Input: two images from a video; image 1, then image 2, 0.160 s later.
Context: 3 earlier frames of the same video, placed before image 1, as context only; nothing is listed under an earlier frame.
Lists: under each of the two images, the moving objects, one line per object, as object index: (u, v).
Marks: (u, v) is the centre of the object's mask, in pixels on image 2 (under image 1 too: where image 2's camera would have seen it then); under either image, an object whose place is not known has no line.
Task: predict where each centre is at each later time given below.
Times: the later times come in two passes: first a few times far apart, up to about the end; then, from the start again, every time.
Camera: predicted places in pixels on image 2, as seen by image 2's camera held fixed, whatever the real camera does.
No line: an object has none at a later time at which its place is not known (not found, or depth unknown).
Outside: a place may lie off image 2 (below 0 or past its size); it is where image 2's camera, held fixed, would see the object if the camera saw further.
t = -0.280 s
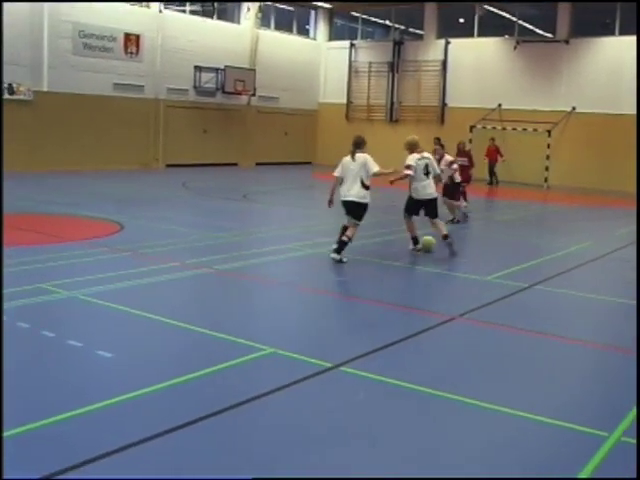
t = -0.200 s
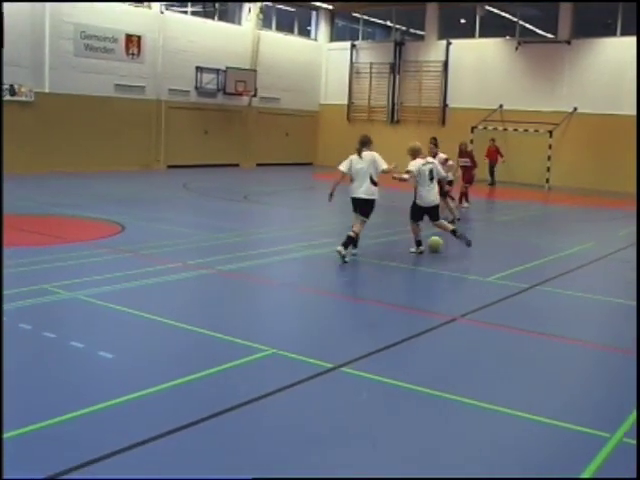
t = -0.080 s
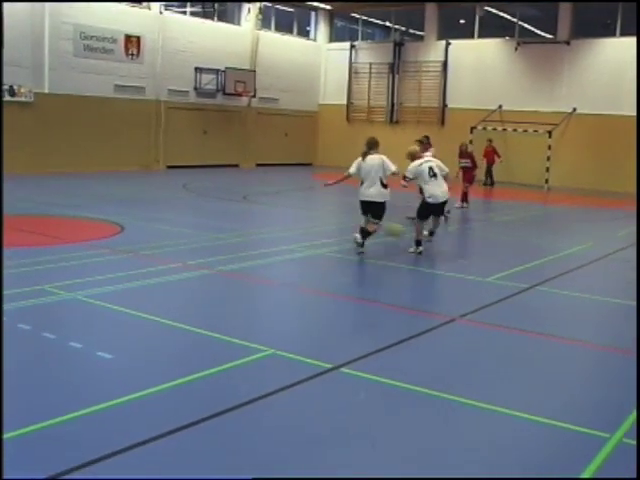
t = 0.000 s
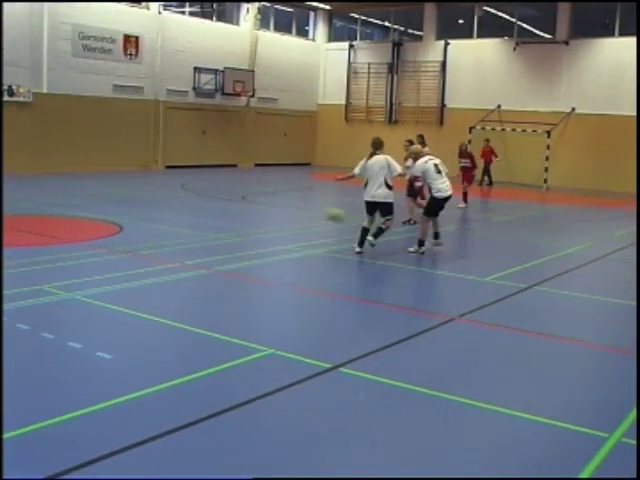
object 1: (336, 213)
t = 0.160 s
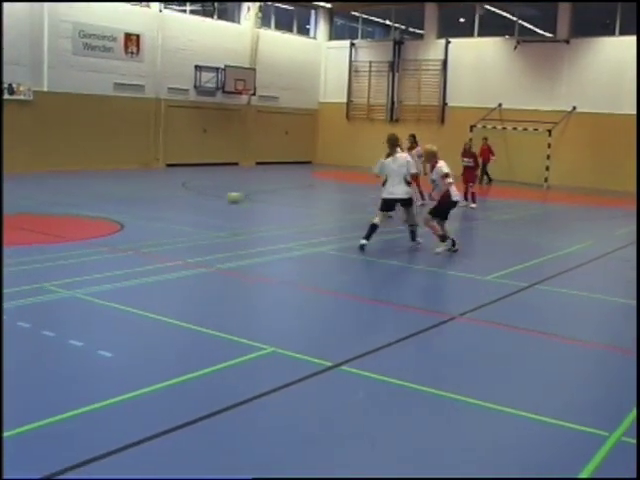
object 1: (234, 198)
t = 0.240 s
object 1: (191, 196)
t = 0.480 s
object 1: (85, 191)
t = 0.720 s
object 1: (8, 186)
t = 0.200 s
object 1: (212, 197)
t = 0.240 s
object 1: (191, 196)
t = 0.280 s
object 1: (171, 197)
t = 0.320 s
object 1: (151, 198)
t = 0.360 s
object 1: (132, 201)
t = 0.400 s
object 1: (114, 202)
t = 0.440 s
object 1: (100, 196)
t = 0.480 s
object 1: (85, 191)
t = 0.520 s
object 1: (72, 188)
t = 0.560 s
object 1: (58, 186)
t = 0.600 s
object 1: (45, 184)
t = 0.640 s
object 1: (33, 184)
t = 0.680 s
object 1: (20, 185)
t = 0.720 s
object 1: (8, 186)
